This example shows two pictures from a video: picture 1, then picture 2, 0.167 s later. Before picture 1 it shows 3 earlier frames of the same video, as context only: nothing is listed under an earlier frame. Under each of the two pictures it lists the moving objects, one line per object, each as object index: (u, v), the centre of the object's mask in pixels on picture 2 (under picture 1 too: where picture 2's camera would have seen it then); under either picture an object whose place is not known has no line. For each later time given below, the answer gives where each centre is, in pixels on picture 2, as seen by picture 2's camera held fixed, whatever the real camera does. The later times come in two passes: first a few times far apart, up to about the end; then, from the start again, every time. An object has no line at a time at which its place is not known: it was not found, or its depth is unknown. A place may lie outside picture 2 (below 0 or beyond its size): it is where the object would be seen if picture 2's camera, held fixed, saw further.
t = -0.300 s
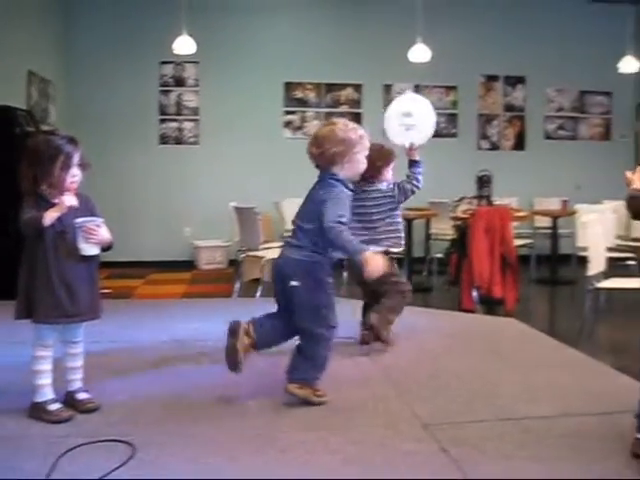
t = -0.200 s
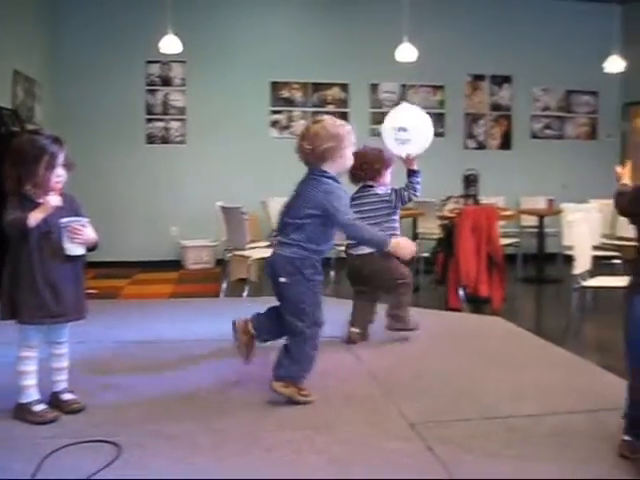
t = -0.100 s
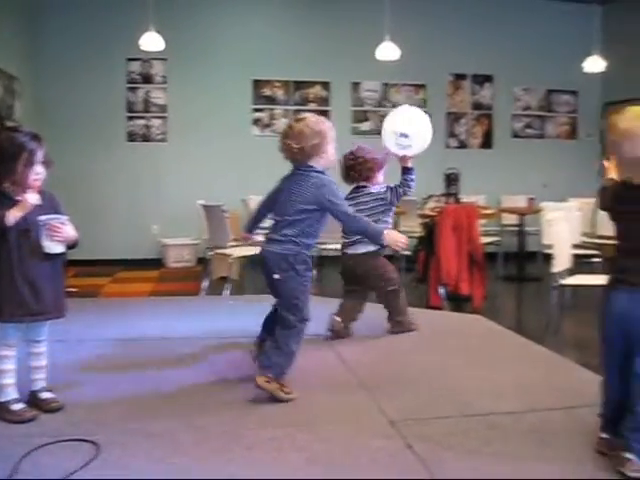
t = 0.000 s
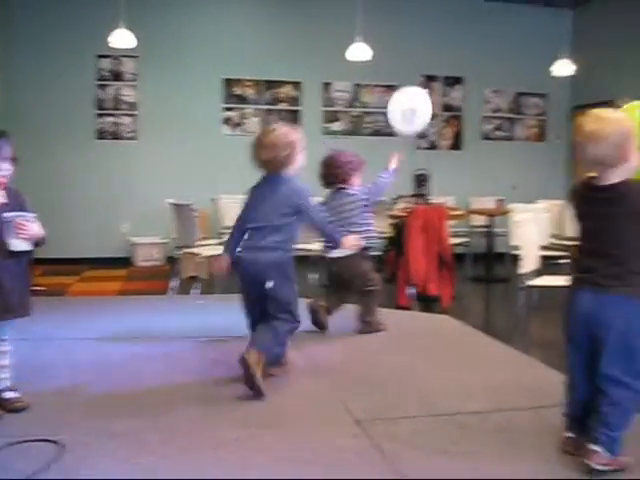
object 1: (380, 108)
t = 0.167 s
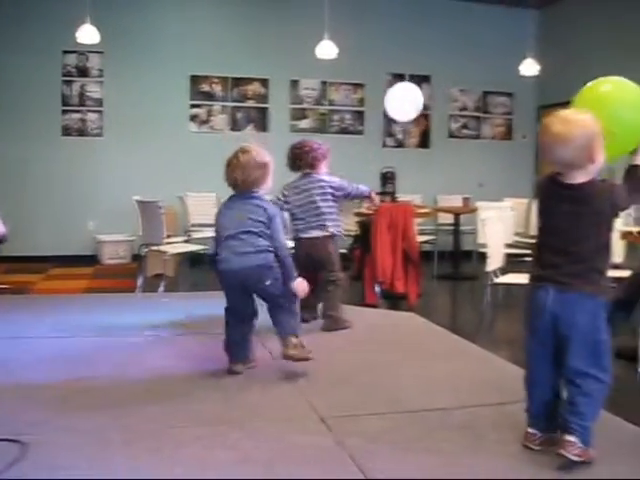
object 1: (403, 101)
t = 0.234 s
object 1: (407, 108)
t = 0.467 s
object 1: (412, 133)
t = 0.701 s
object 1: (414, 164)
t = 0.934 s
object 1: (417, 201)
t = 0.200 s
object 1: (405, 105)
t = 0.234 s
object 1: (407, 108)
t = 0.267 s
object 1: (408, 111)
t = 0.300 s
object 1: (409, 114)
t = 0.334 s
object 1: (410, 118)
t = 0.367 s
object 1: (411, 122)
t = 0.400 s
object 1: (411, 126)
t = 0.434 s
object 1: (412, 129)
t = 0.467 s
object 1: (412, 133)
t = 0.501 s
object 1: (413, 137)
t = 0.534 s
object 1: (413, 141)
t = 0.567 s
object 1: (413, 146)
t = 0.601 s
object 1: (413, 150)
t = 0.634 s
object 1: (414, 154)
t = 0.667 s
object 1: (414, 159)
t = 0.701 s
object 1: (414, 164)
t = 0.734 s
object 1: (414, 169)
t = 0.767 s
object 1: (414, 174)
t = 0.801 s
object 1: (415, 179)
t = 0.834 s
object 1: (415, 184)
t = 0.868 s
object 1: (416, 190)
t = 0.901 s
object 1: (417, 195)
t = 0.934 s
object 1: (417, 201)
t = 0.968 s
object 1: (418, 207)
